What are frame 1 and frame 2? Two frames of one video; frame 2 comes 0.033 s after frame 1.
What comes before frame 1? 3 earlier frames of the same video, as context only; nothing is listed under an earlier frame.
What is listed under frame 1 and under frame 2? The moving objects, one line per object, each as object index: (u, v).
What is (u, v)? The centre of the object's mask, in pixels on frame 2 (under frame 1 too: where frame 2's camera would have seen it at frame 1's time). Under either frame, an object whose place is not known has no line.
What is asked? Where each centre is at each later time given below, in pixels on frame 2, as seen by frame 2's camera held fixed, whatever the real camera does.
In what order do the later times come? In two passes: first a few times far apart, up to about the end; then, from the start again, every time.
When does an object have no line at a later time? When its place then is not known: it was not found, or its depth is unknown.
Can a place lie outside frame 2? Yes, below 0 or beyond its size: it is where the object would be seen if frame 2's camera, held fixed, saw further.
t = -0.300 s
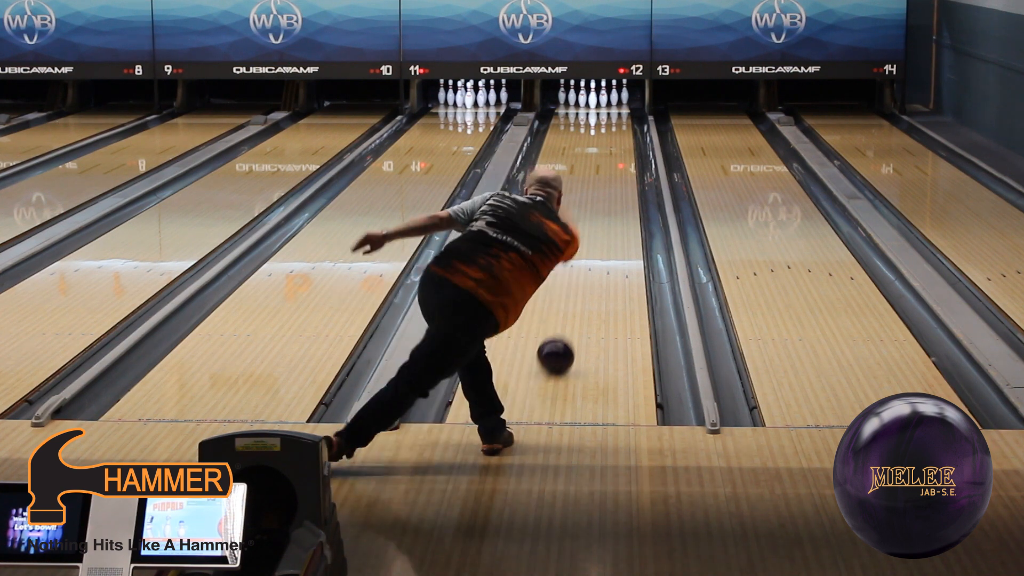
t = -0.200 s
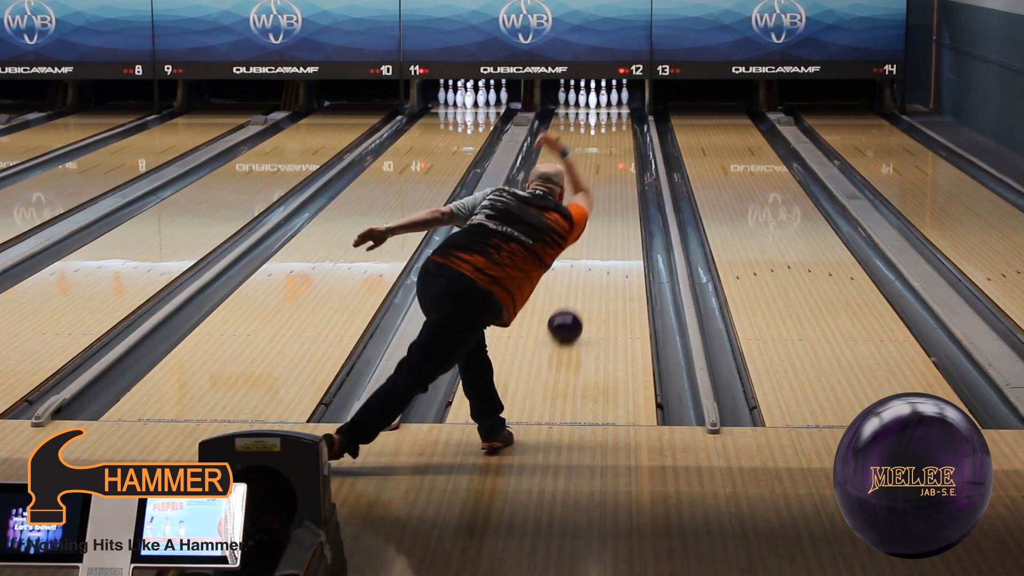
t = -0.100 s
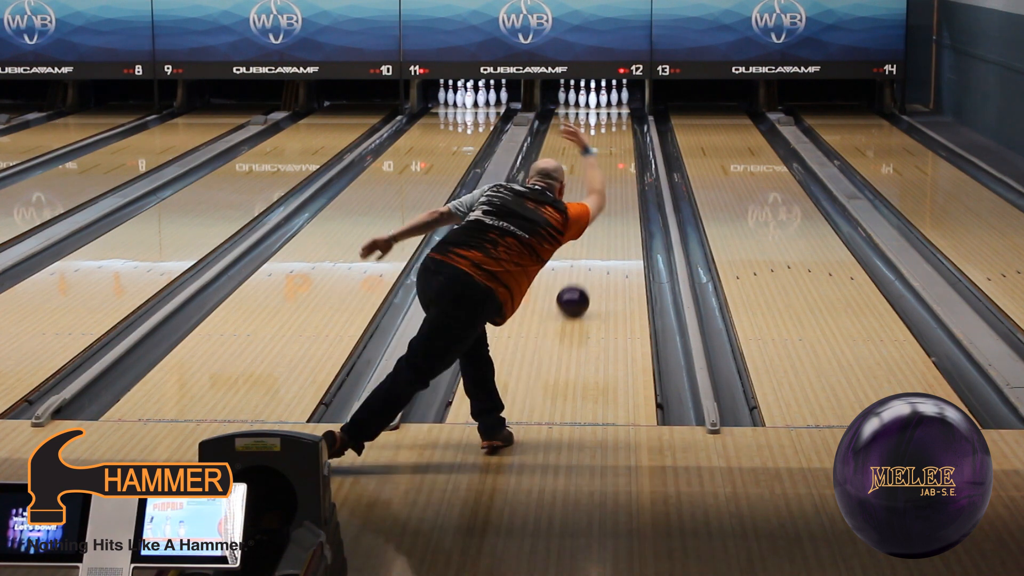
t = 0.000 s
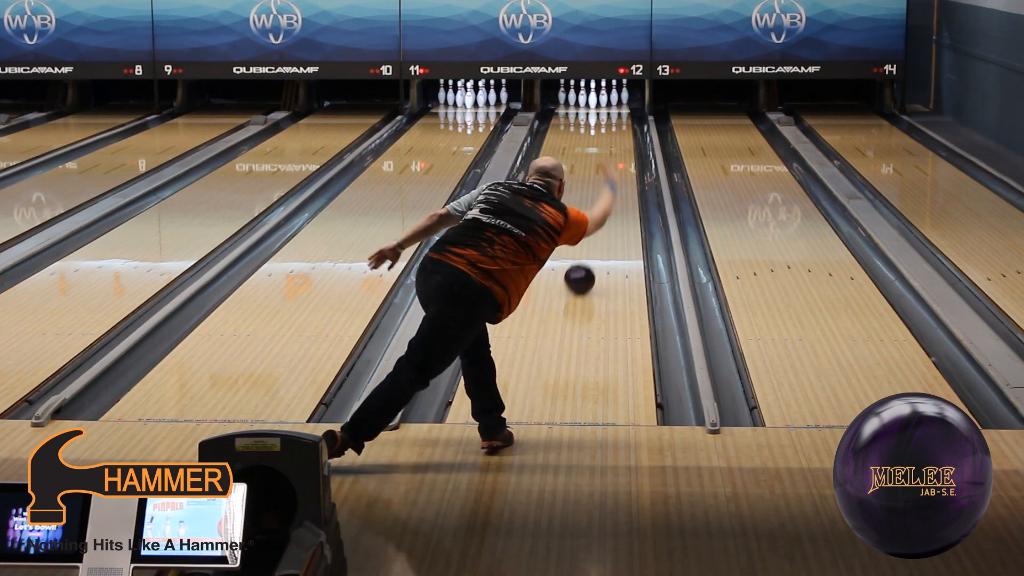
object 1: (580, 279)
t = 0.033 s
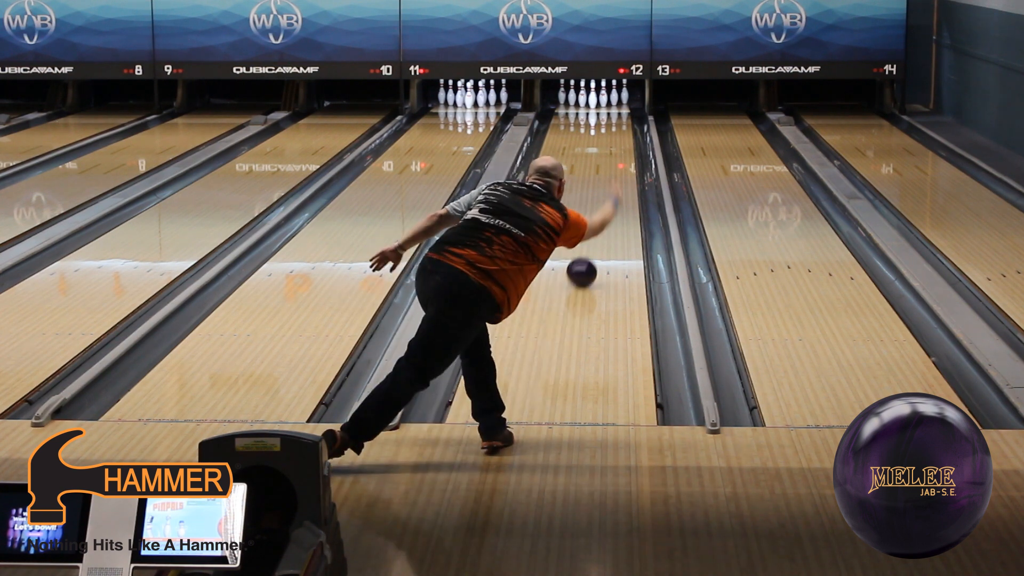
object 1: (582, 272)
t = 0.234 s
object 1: (592, 237)
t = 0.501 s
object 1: (602, 200)
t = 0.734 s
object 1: (608, 175)
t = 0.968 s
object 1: (612, 154)
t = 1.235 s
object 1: (614, 135)
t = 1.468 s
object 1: (613, 121)
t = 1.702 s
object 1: (607, 110)
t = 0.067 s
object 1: (584, 266)
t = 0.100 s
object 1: (586, 261)
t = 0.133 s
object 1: (587, 260)
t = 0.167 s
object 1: (594, 239)
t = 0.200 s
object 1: (593, 239)
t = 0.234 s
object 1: (592, 237)
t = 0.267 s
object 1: (593, 232)
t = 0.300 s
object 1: (595, 227)
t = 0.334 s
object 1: (596, 222)
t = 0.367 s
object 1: (597, 218)
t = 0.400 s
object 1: (599, 213)
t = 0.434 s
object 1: (600, 208)
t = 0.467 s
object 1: (600, 204)
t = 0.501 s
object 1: (602, 200)
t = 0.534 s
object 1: (603, 196)
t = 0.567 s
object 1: (604, 192)
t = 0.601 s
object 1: (604, 189)
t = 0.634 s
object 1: (605, 185)
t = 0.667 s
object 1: (606, 181)
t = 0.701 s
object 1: (607, 178)
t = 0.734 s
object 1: (608, 175)
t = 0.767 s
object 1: (608, 172)
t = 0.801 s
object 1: (609, 169)
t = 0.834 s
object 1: (610, 165)
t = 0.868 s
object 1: (610, 162)
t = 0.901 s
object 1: (611, 160)
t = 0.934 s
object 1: (611, 157)
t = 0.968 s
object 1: (612, 154)
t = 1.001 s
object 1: (612, 152)
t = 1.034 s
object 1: (613, 149)
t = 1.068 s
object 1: (613, 147)
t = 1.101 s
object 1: (613, 144)
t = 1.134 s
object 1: (614, 142)
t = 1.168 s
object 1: (614, 140)
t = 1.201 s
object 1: (614, 137)
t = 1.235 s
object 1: (614, 135)
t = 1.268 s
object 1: (614, 133)
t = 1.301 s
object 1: (614, 131)
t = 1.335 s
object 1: (614, 129)
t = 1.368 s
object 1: (614, 127)
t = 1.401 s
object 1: (614, 125)
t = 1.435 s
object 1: (614, 123)
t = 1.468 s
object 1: (613, 121)
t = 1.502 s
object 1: (613, 119)
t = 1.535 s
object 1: (612, 118)
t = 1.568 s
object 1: (611, 116)
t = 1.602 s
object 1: (610, 115)
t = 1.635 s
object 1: (609, 113)
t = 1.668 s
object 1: (608, 112)
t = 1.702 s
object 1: (607, 110)
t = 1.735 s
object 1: (606, 109)
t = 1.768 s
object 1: (604, 107)
